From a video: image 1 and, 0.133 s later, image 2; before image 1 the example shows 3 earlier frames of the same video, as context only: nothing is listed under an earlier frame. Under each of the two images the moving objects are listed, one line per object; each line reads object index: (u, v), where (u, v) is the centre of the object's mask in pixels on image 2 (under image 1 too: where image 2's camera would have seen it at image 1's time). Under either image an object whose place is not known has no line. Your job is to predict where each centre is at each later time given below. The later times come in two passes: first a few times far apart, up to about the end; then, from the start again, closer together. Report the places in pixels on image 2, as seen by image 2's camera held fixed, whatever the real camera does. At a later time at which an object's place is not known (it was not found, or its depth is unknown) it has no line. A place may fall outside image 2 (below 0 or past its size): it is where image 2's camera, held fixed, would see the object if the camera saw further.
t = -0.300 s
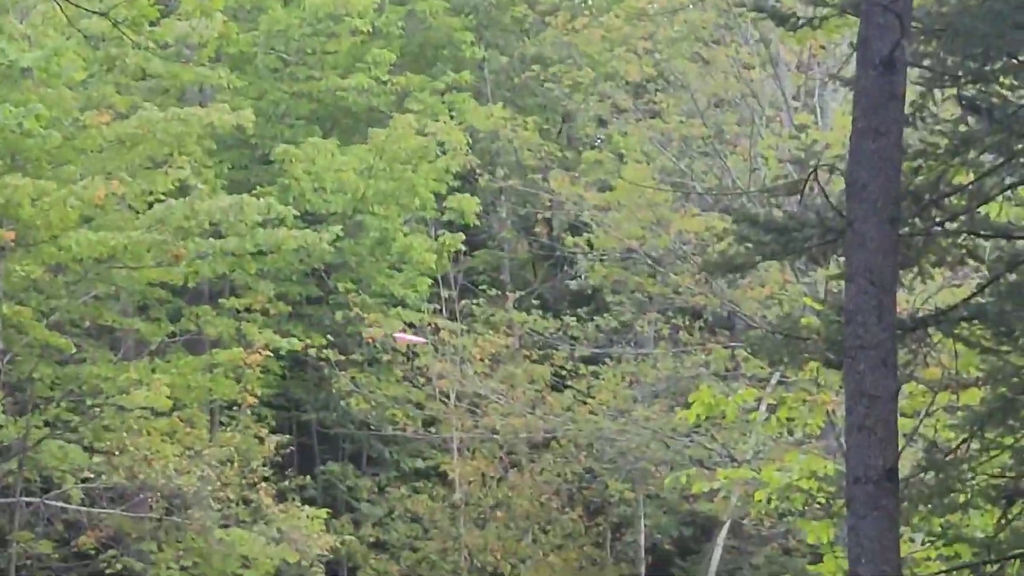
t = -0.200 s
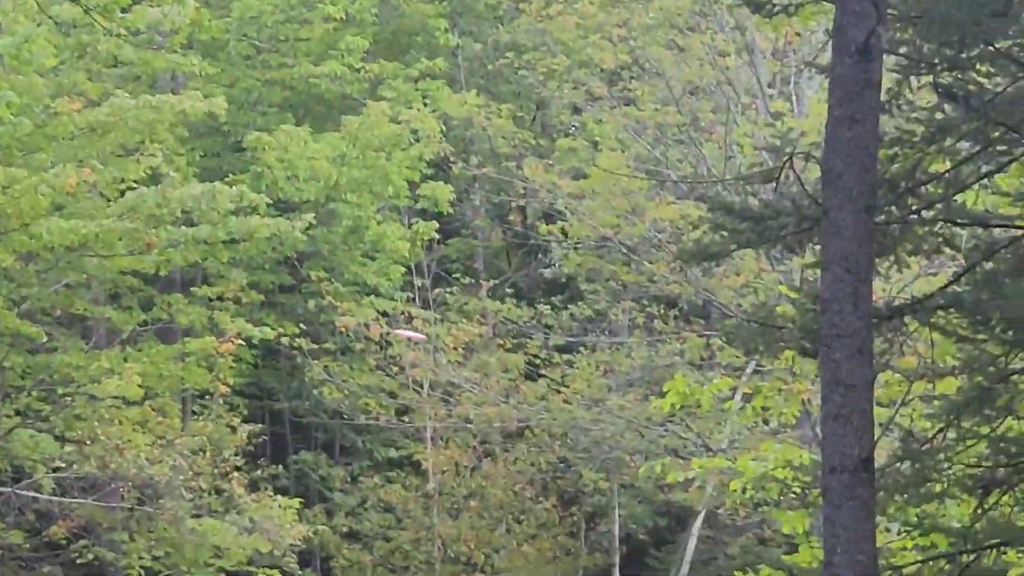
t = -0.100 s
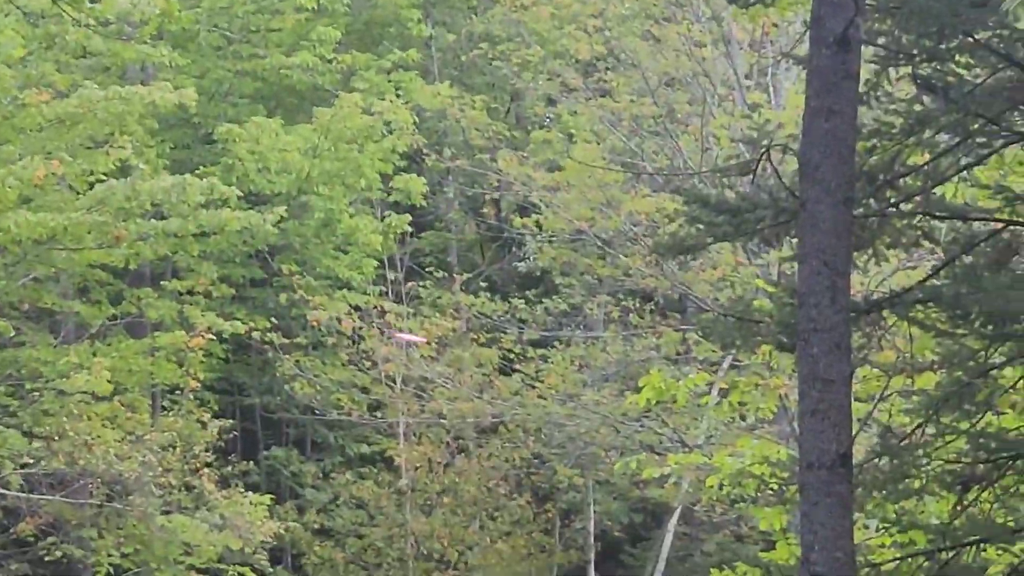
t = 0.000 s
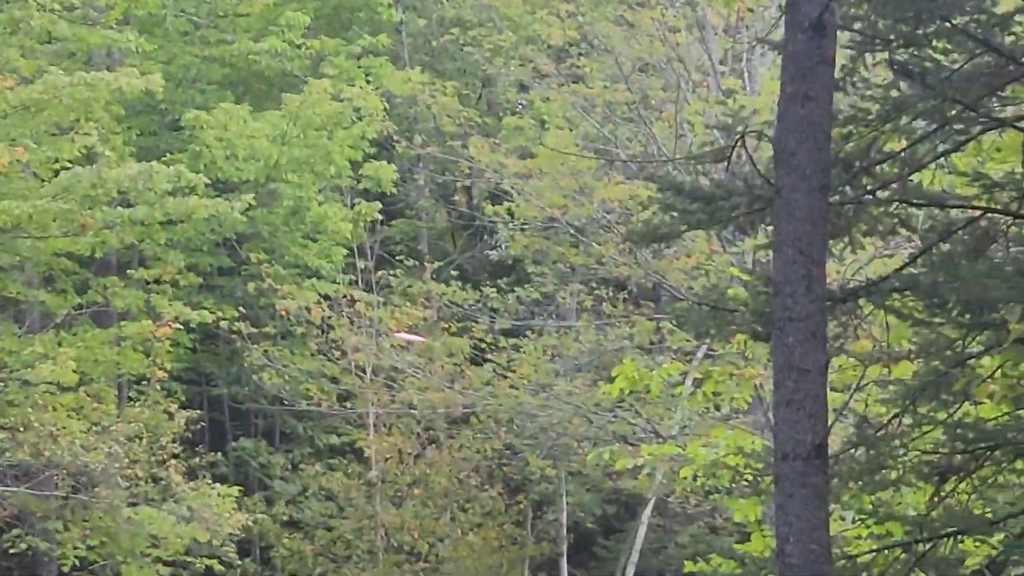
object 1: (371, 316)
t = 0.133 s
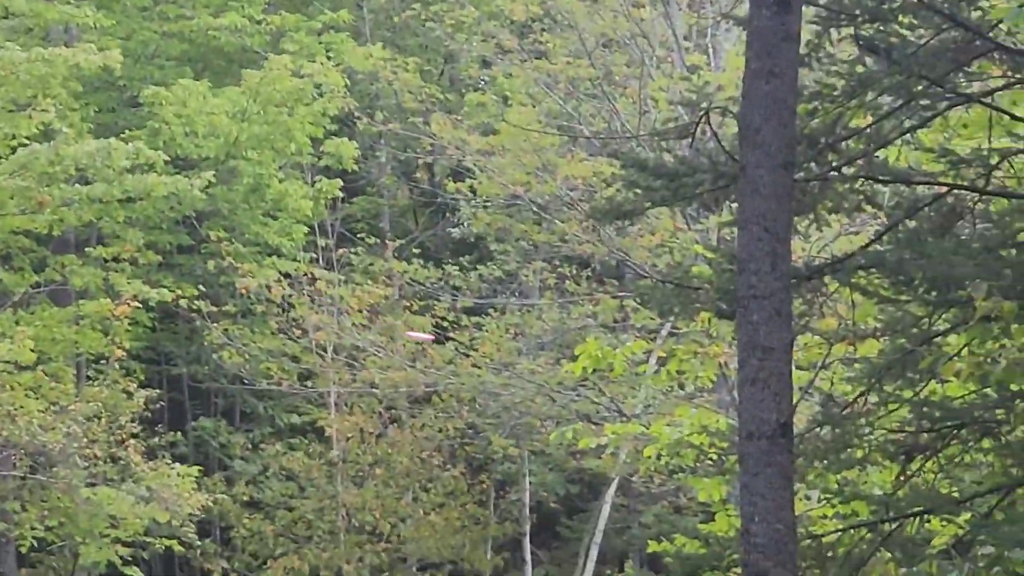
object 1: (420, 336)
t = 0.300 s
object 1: (460, 353)
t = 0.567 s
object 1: (539, 389)
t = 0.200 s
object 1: (431, 341)
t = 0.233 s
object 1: (439, 344)
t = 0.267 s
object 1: (450, 348)
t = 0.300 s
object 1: (460, 353)
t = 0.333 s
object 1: (469, 358)
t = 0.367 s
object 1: (479, 362)
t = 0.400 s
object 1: (489, 367)
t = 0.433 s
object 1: (499, 370)
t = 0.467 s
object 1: (510, 375)
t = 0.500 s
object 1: (520, 380)
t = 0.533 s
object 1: (530, 385)
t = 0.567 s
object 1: (539, 389)
